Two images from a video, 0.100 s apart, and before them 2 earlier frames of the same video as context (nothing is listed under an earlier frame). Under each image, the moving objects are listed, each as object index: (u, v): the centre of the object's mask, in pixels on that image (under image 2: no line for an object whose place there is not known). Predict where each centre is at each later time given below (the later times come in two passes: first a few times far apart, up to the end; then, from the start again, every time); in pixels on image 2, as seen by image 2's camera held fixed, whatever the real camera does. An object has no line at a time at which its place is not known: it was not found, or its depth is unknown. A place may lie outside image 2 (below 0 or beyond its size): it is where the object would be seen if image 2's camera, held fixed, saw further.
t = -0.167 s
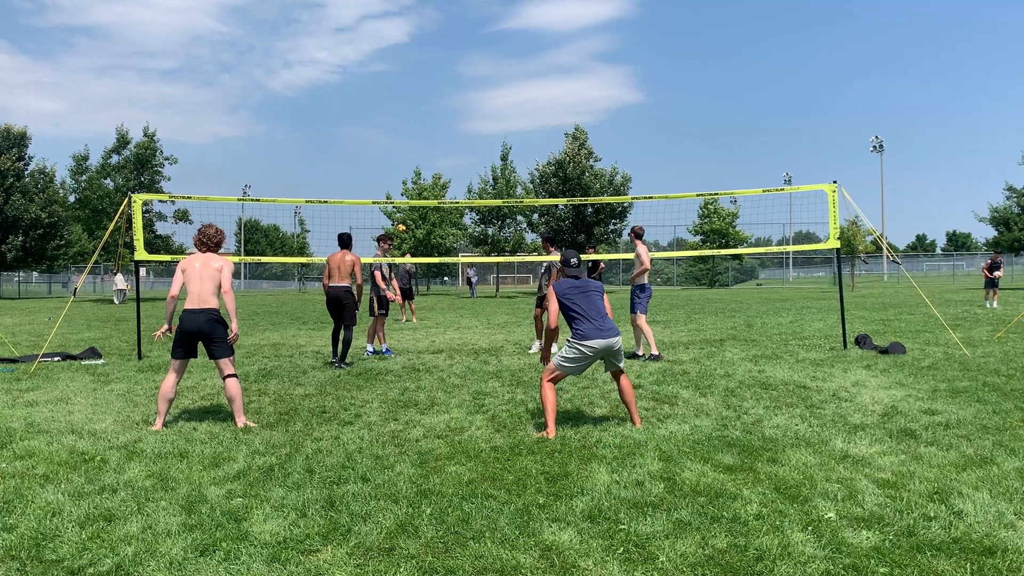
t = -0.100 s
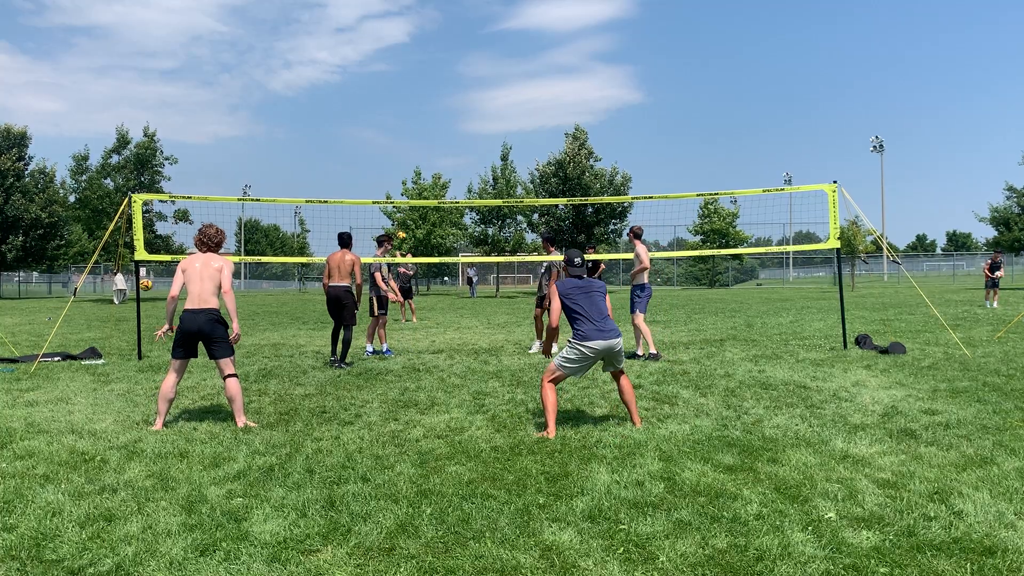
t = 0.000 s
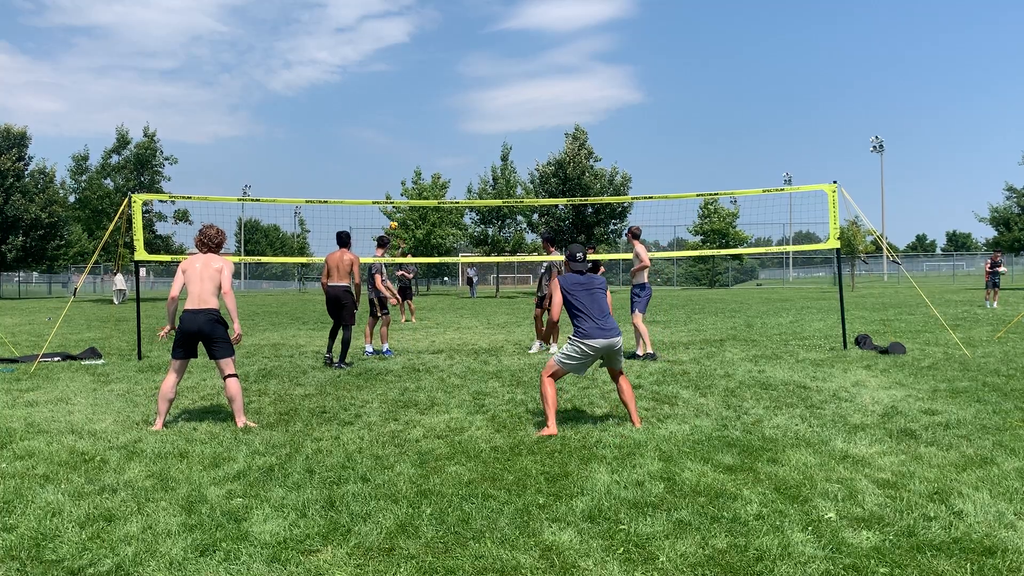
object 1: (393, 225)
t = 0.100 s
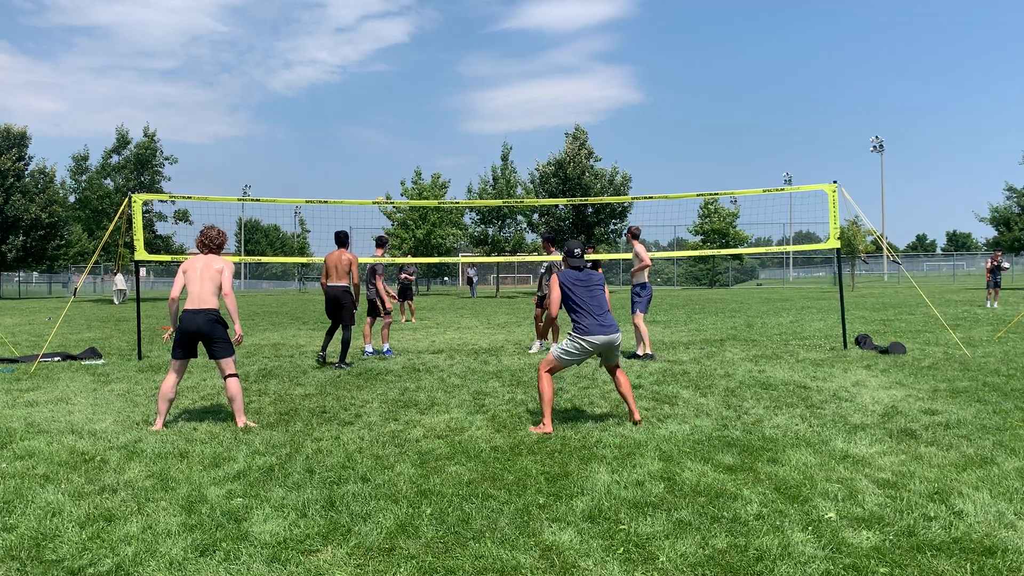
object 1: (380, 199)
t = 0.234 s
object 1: (359, 171)
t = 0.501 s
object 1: (303, 124)
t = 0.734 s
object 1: (238, 100)
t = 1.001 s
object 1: (130, 117)
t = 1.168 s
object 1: (38, 174)
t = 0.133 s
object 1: (375, 193)
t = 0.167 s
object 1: (370, 186)
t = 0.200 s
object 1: (364, 179)
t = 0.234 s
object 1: (359, 171)
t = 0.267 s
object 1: (353, 165)
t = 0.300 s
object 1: (346, 158)
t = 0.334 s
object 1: (340, 152)
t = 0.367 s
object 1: (333, 146)
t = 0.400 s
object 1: (326, 140)
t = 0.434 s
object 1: (319, 134)
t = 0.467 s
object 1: (311, 129)
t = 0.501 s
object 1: (303, 124)
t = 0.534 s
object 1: (294, 119)
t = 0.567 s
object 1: (286, 115)
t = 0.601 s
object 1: (277, 111)
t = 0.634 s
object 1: (268, 107)
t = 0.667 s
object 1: (258, 104)
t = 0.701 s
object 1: (248, 102)
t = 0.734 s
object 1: (238, 100)
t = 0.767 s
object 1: (227, 98)
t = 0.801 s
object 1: (216, 97)
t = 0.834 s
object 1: (203, 98)
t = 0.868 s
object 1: (190, 99)
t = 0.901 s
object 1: (176, 101)
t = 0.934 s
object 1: (162, 105)
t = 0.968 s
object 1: (146, 110)
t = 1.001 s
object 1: (130, 117)
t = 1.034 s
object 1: (113, 125)
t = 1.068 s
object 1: (95, 134)
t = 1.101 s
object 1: (77, 146)
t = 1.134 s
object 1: (58, 159)
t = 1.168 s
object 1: (38, 174)
